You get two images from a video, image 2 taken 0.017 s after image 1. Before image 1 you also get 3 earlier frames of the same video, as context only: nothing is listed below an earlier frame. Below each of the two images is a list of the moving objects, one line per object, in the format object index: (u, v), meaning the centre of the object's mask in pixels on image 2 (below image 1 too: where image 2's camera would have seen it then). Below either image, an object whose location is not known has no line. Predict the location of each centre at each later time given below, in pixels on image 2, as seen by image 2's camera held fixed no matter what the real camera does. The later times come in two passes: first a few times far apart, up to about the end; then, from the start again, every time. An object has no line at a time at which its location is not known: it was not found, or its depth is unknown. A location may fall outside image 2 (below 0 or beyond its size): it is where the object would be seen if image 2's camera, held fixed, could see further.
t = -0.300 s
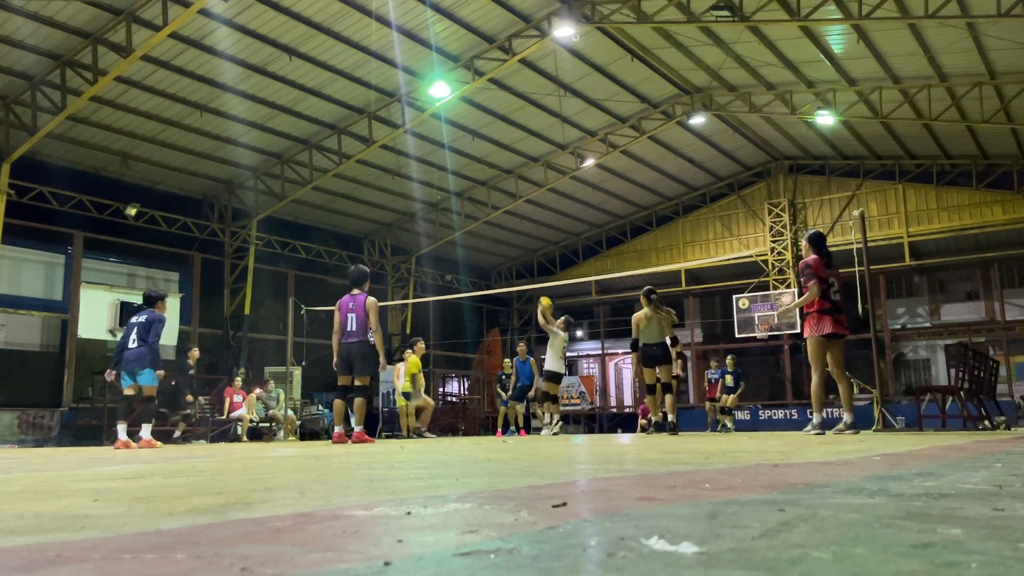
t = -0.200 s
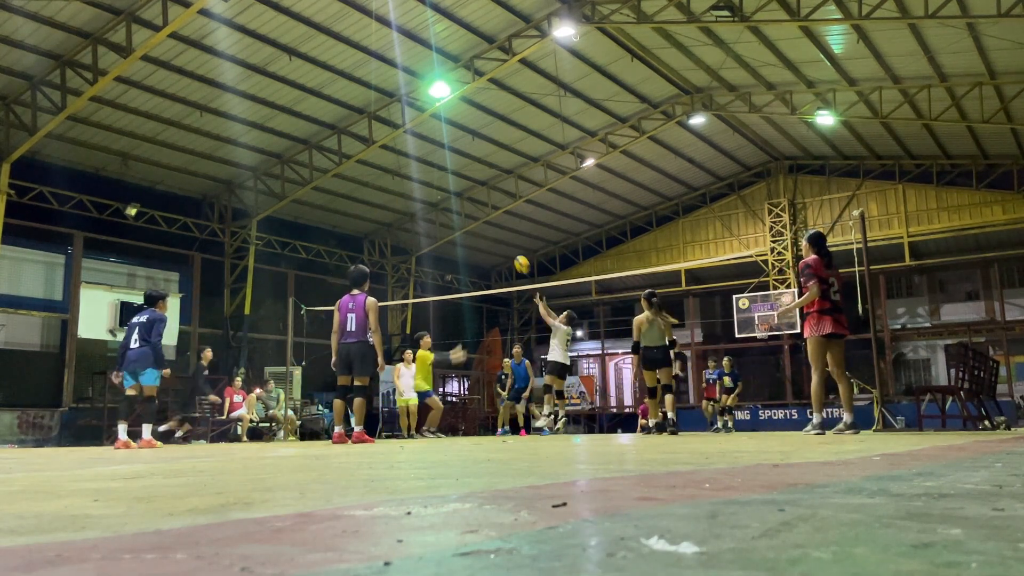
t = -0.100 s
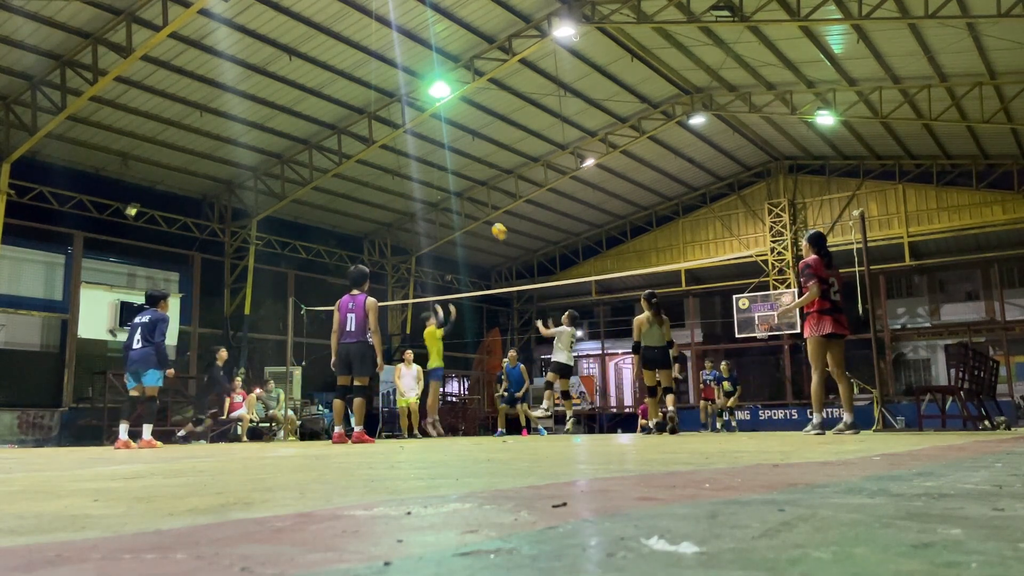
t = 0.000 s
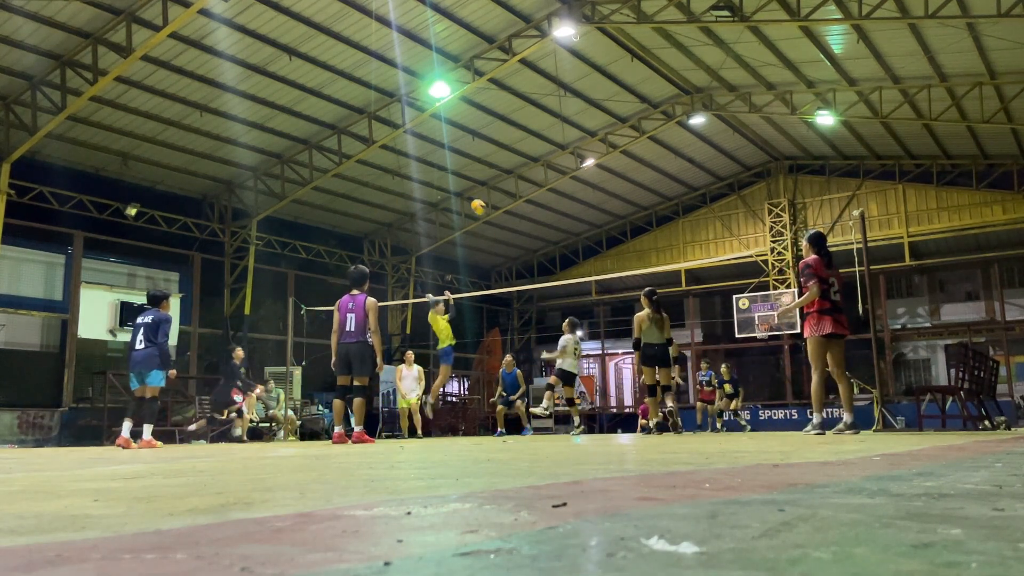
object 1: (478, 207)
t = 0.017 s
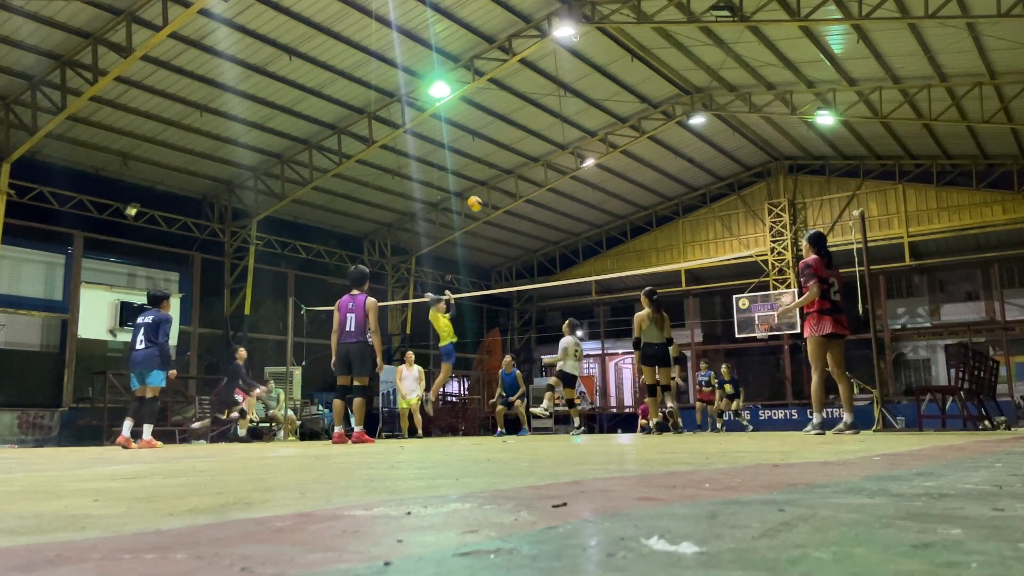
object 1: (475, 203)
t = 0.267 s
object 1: (428, 175)
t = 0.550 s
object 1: (380, 189)
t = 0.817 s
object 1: (339, 241)
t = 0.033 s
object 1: (471, 200)
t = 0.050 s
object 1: (468, 197)
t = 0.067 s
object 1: (465, 195)
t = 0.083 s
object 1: (462, 192)
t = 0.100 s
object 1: (458, 190)
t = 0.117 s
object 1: (456, 188)
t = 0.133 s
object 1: (452, 185)
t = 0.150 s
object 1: (449, 184)
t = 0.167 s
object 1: (446, 182)
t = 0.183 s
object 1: (443, 180)
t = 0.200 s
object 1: (440, 179)
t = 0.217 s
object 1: (437, 178)
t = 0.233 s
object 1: (434, 177)
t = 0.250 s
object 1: (431, 176)
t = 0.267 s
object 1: (428, 175)
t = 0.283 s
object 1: (425, 174)
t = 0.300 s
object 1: (422, 174)
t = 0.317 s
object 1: (419, 174)
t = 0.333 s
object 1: (416, 174)
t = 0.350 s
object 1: (413, 174)
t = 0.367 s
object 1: (410, 174)
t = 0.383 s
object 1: (408, 175)
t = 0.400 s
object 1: (405, 175)
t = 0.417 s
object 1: (402, 177)
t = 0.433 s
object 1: (399, 177)
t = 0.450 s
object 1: (396, 179)
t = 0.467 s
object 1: (394, 180)
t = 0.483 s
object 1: (391, 181)
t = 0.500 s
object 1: (388, 183)
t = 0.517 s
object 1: (385, 185)
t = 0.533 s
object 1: (383, 187)
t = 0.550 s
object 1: (380, 189)
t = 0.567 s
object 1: (378, 191)
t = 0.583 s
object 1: (374, 194)
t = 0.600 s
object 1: (372, 196)
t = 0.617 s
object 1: (369, 199)
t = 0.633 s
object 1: (367, 201)
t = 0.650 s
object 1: (364, 204)
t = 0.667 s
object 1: (361, 207)
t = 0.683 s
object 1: (359, 211)
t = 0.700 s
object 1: (356, 214)
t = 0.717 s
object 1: (354, 217)
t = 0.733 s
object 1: (351, 221)
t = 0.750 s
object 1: (349, 225)
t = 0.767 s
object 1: (346, 229)
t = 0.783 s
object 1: (344, 233)
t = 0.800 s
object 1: (341, 237)
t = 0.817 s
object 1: (339, 241)
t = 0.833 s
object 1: (336, 245)
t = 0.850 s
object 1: (334, 250)
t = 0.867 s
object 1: (331, 255)
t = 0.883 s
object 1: (329, 259)
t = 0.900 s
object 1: (326, 265)
